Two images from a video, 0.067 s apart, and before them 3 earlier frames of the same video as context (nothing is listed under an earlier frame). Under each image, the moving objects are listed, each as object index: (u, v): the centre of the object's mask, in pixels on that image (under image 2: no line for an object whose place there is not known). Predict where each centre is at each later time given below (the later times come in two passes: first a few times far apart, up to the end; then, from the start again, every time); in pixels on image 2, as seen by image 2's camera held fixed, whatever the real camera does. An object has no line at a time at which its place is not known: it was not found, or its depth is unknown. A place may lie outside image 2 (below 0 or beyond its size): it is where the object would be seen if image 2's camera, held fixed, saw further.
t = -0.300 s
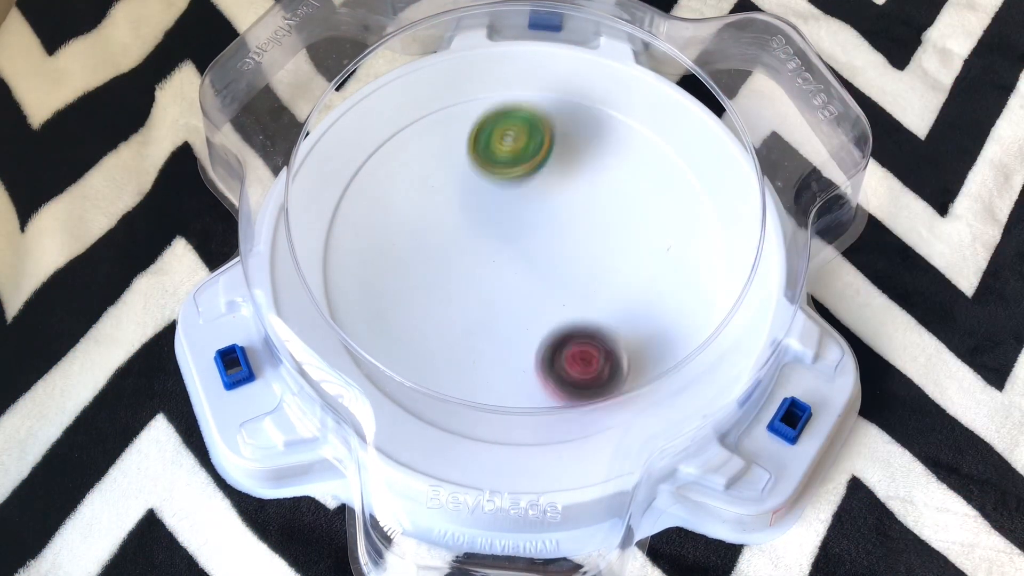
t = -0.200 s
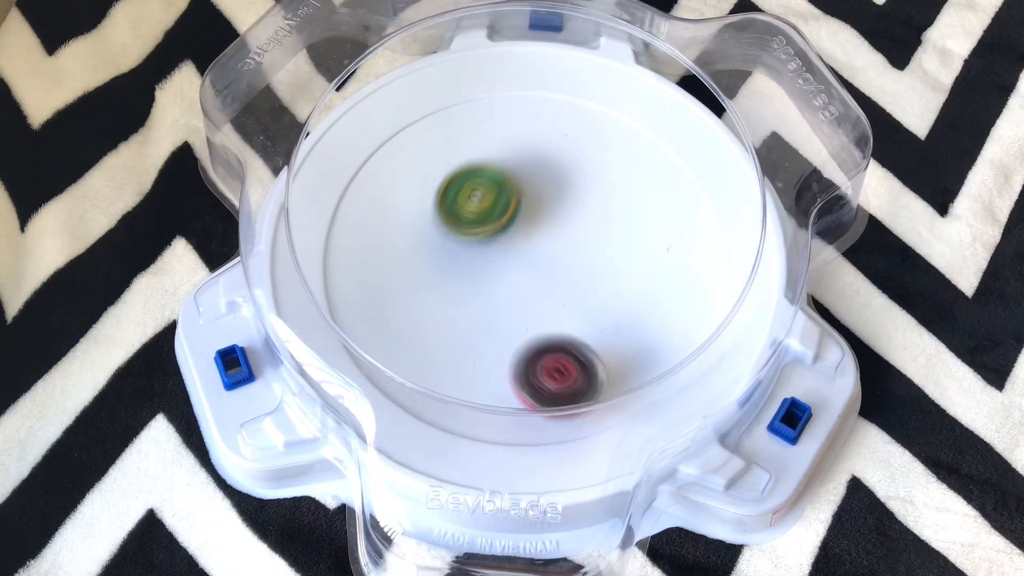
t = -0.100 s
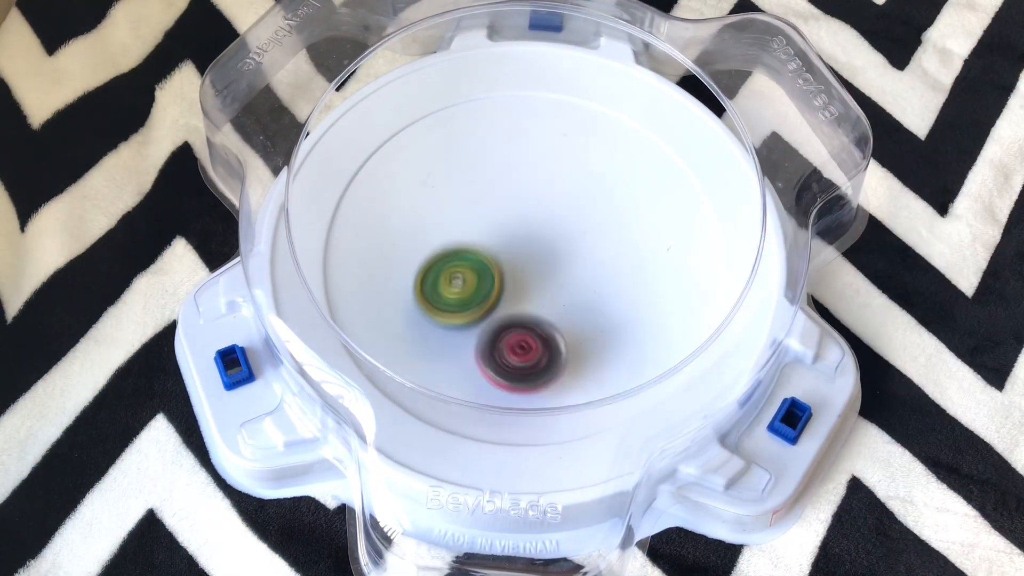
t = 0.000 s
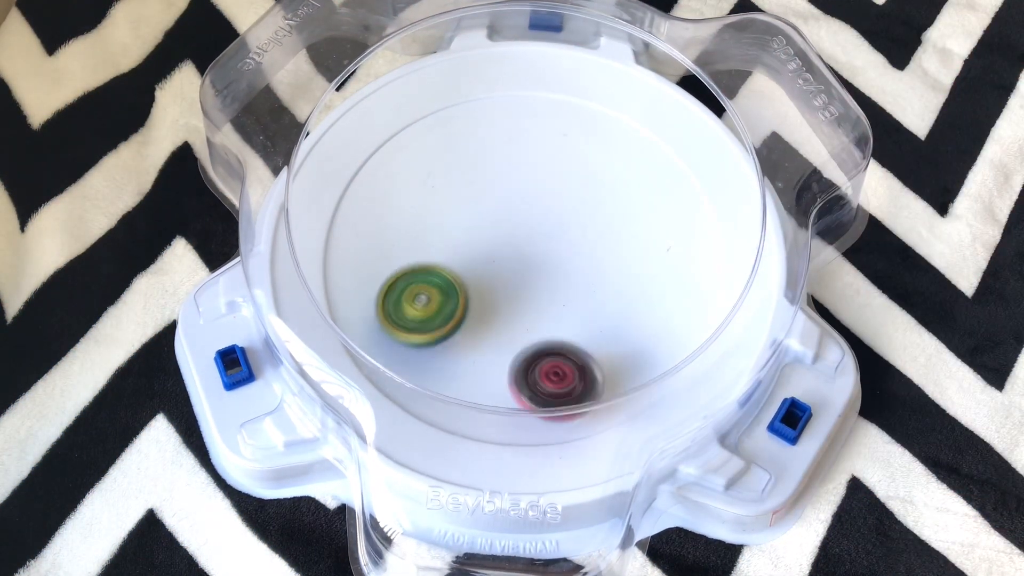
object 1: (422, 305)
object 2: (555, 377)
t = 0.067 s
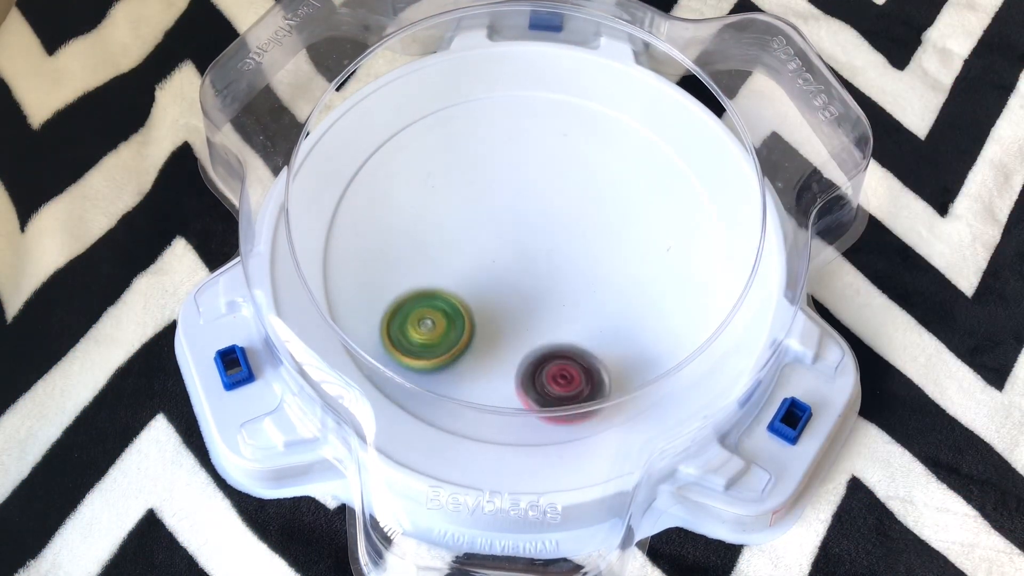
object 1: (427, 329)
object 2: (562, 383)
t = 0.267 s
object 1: (421, 379)
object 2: (698, 292)
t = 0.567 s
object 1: (512, 337)
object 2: (726, 130)
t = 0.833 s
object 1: (443, 249)
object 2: (644, 145)
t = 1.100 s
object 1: (400, 273)
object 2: (494, 272)
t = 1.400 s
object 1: (403, 308)
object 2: (622, 269)
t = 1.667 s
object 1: (399, 223)
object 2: (597, 143)
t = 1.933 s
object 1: (392, 258)
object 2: (652, 163)
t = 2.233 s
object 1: (459, 176)
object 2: (493, 269)
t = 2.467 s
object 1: (434, 165)
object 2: (426, 251)
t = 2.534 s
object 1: (448, 167)
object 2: (428, 261)
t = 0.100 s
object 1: (434, 345)
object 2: (562, 381)
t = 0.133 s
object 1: (449, 359)
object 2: (558, 371)
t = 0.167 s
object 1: (455, 368)
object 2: (568, 357)
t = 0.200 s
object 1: (429, 384)
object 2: (618, 341)
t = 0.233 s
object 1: (418, 386)
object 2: (660, 316)
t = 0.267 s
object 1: (421, 379)
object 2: (698, 292)
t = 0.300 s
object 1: (424, 376)
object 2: (722, 270)
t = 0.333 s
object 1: (432, 372)
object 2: (733, 237)
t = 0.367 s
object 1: (444, 364)
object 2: (740, 211)
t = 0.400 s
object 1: (456, 365)
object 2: (743, 196)
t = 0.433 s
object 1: (470, 366)
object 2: (742, 184)
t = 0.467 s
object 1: (486, 365)
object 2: (740, 167)
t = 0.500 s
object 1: (499, 359)
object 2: (737, 153)
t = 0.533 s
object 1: (508, 350)
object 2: (732, 140)
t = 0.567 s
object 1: (512, 337)
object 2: (726, 130)
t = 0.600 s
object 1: (511, 320)
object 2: (718, 124)
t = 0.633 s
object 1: (504, 302)
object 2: (710, 120)
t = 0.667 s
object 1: (495, 284)
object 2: (702, 118)
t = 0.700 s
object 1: (482, 270)
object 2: (691, 120)
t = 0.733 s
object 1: (473, 260)
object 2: (683, 121)
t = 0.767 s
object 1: (464, 253)
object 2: (673, 123)
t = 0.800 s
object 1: (456, 250)
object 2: (660, 134)
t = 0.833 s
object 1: (443, 249)
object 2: (644, 145)
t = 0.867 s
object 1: (428, 246)
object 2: (628, 159)
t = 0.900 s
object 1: (414, 245)
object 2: (610, 174)
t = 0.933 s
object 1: (401, 244)
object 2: (590, 188)
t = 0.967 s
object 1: (391, 244)
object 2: (570, 208)
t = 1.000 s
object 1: (388, 248)
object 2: (551, 218)
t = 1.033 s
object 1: (391, 254)
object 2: (533, 228)
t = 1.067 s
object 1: (395, 263)
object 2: (513, 246)
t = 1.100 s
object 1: (400, 273)
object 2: (494, 272)
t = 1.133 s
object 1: (392, 278)
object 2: (500, 274)
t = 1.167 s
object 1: (367, 285)
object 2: (525, 285)
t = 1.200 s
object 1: (354, 288)
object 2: (548, 279)
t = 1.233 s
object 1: (349, 291)
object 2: (568, 272)
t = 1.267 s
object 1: (355, 298)
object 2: (587, 272)
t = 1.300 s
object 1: (366, 304)
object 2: (606, 280)
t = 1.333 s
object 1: (376, 308)
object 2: (617, 277)
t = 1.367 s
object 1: (389, 309)
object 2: (621, 270)
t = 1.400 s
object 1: (403, 308)
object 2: (622, 269)
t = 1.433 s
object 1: (416, 303)
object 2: (614, 257)
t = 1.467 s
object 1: (428, 293)
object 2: (606, 251)
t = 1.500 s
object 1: (439, 280)
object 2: (589, 241)
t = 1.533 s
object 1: (447, 266)
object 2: (572, 229)
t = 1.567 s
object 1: (454, 249)
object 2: (553, 217)
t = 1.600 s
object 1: (449, 234)
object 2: (544, 199)
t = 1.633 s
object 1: (421, 226)
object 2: (573, 169)
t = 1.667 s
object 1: (399, 223)
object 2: (597, 143)
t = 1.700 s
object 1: (385, 224)
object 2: (616, 121)
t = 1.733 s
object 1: (376, 229)
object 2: (627, 110)
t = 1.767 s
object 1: (374, 238)
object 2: (637, 105)
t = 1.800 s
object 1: (375, 246)
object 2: (645, 111)
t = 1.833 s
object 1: (377, 253)
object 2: (651, 117)
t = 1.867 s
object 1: (379, 258)
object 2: (654, 129)
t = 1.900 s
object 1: (384, 259)
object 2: (656, 146)
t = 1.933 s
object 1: (392, 258)
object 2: (652, 163)
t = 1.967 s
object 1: (402, 254)
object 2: (643, 180)
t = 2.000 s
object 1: (411, 249)
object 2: (635, 197)
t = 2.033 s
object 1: (422, 240)
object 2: (618, 214)
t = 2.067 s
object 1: (432, 230)
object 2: (598, 228)
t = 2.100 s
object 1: (442, 220)
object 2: (580, 239)
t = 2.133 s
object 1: (449, 208)
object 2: (555, 254)
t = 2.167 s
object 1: (454, 197)
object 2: (534, 258)
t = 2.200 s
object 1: (457, 186)
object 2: (511, 270)
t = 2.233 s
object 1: (459, 176)
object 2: (493, 269)
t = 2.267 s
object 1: (459, 168)
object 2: (478, 274)
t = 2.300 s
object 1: (457, 162)
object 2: (462, 275)
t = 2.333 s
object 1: (452, 157)
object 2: (451, 266)
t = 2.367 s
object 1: (447, 155)
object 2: (442, 268)
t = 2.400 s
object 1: (440, 157)
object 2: (434, 267)
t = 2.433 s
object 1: (434, 160)
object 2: (430, 255)
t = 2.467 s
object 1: (434, 165)
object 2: (426, 251)
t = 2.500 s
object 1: (439, 172)
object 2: (426, 254)
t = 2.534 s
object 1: (448, 167)
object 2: (428, 261)
